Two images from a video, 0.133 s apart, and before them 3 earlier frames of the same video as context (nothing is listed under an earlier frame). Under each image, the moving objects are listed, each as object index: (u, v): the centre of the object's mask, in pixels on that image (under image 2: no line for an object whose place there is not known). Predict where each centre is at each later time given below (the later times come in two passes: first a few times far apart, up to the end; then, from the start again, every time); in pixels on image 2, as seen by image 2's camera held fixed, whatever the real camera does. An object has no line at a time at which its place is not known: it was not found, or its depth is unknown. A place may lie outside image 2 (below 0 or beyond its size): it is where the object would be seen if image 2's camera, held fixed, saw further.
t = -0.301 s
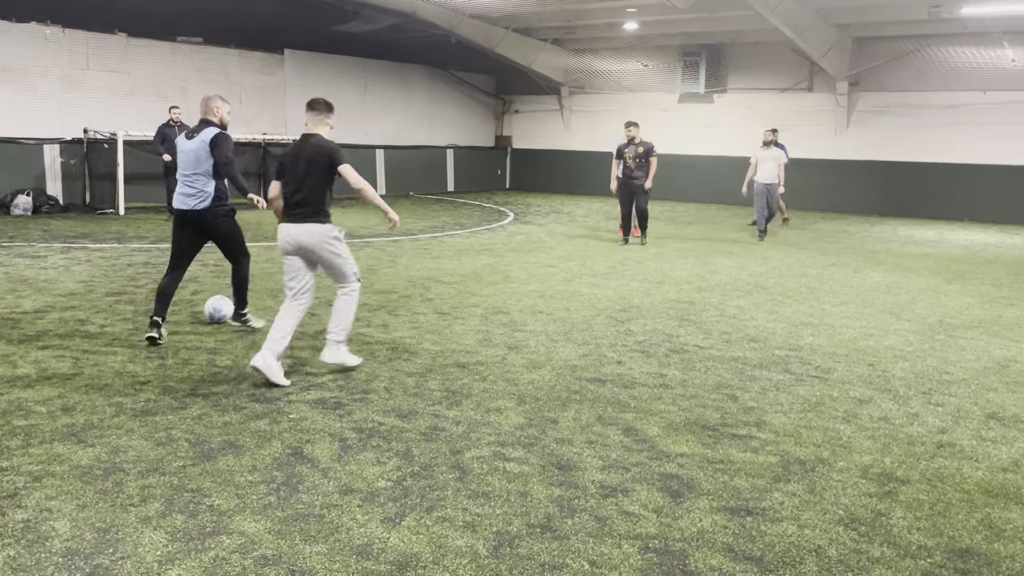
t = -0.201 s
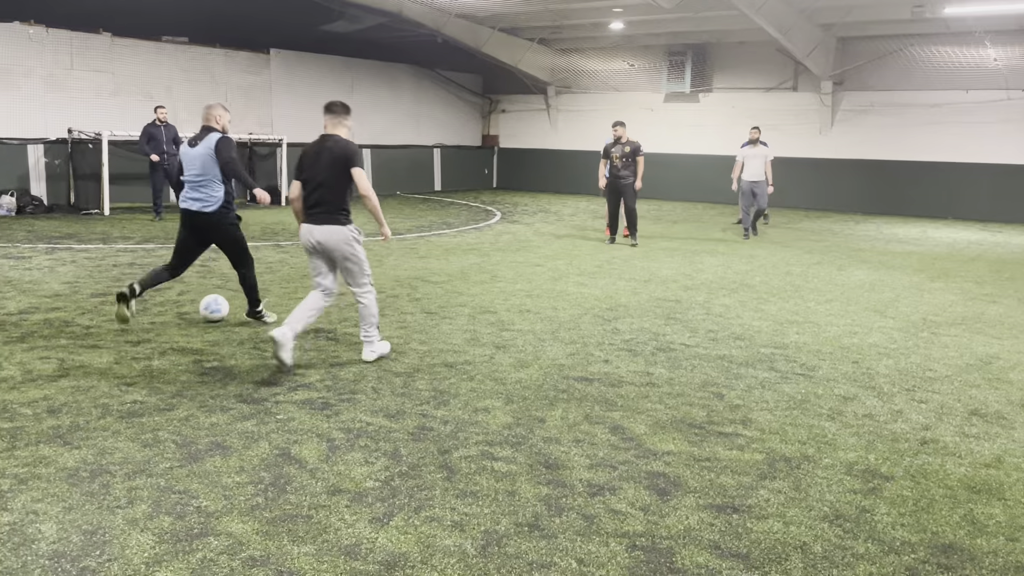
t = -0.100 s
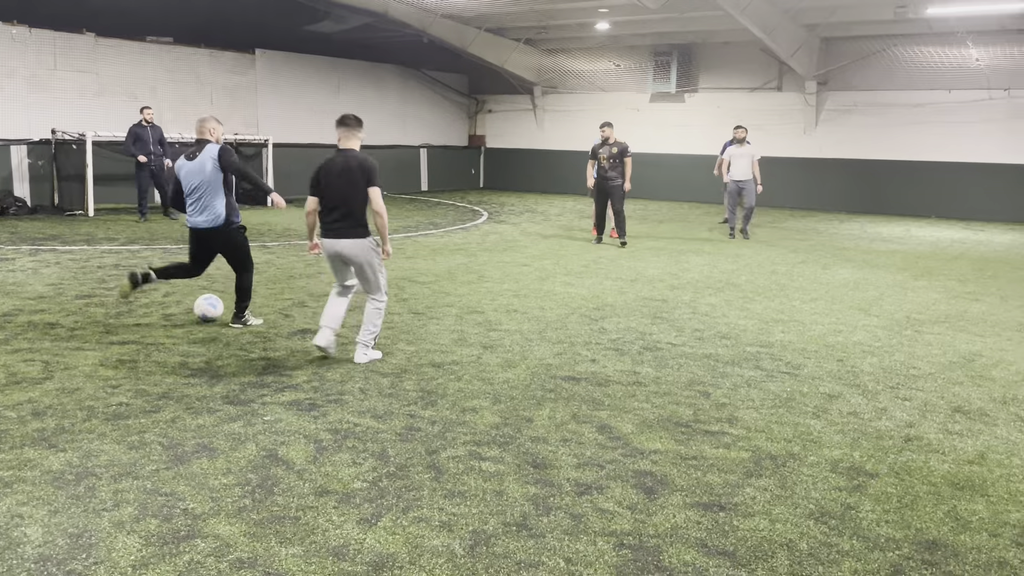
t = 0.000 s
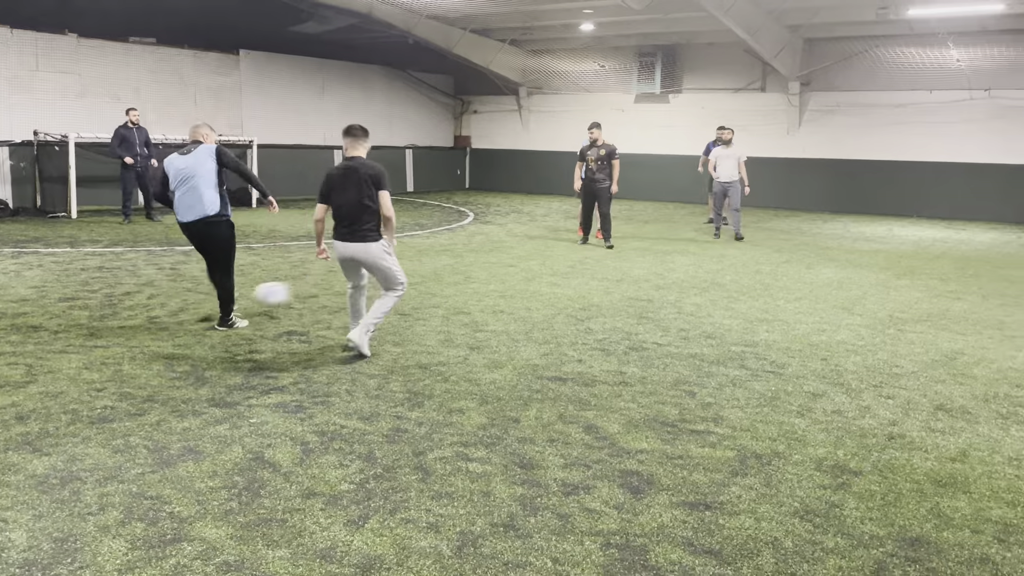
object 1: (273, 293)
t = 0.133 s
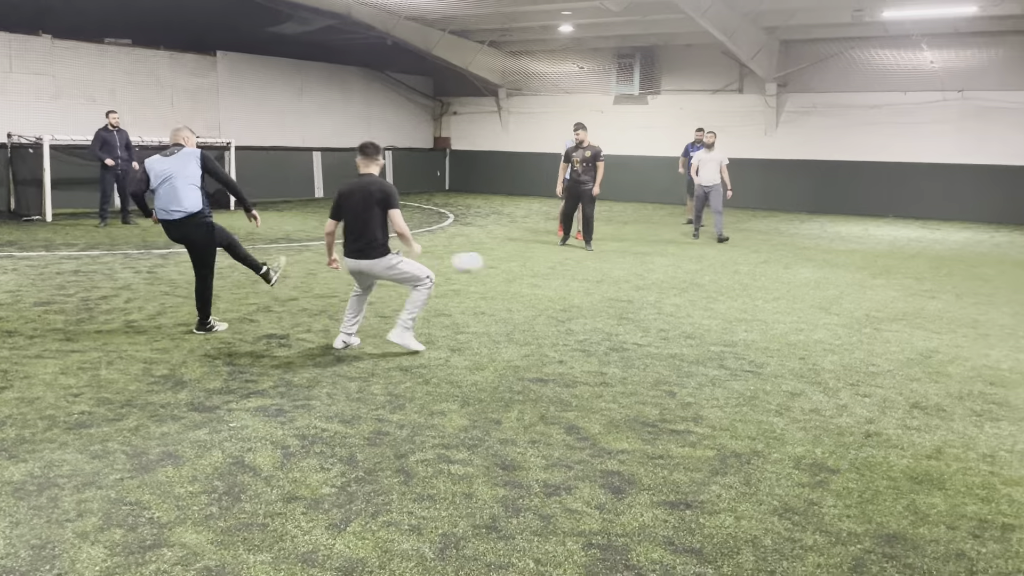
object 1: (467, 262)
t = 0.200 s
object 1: (551, 255)
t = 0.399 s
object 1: (744, 258)
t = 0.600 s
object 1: (866, 237)
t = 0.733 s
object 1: (935, 241)
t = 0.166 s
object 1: (513, 257)
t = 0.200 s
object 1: (551, 255)
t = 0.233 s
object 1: (589, 253)
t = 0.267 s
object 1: (625, 253)
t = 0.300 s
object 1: (654, 253)
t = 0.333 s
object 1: (687, 254)
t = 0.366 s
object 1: (717, 256)
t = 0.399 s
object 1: (744, 258)
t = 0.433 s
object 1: (768, 252)
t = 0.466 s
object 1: (790, 247)
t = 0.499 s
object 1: (810, 243)
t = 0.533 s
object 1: (830, 240)
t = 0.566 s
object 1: (849, 238)
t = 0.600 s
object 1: (866, 237)
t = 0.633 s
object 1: (885, 237)
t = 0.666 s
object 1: (903, 237)
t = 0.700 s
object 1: (919, 239)
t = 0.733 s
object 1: (935, 241)
